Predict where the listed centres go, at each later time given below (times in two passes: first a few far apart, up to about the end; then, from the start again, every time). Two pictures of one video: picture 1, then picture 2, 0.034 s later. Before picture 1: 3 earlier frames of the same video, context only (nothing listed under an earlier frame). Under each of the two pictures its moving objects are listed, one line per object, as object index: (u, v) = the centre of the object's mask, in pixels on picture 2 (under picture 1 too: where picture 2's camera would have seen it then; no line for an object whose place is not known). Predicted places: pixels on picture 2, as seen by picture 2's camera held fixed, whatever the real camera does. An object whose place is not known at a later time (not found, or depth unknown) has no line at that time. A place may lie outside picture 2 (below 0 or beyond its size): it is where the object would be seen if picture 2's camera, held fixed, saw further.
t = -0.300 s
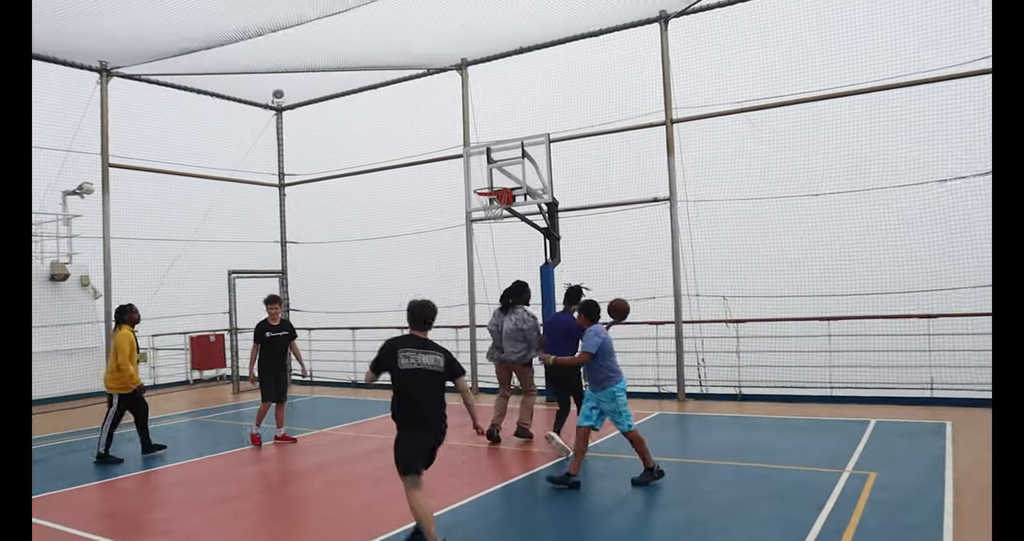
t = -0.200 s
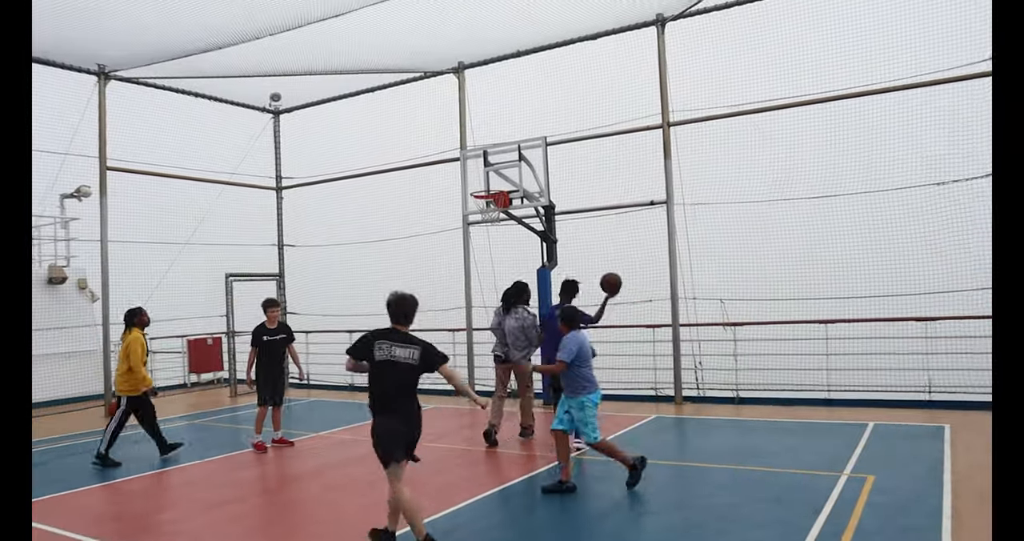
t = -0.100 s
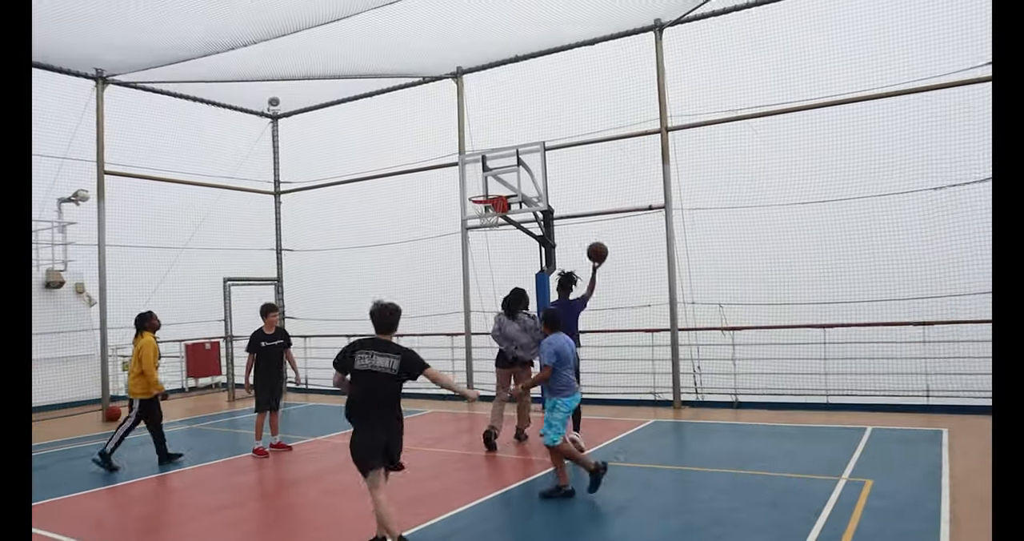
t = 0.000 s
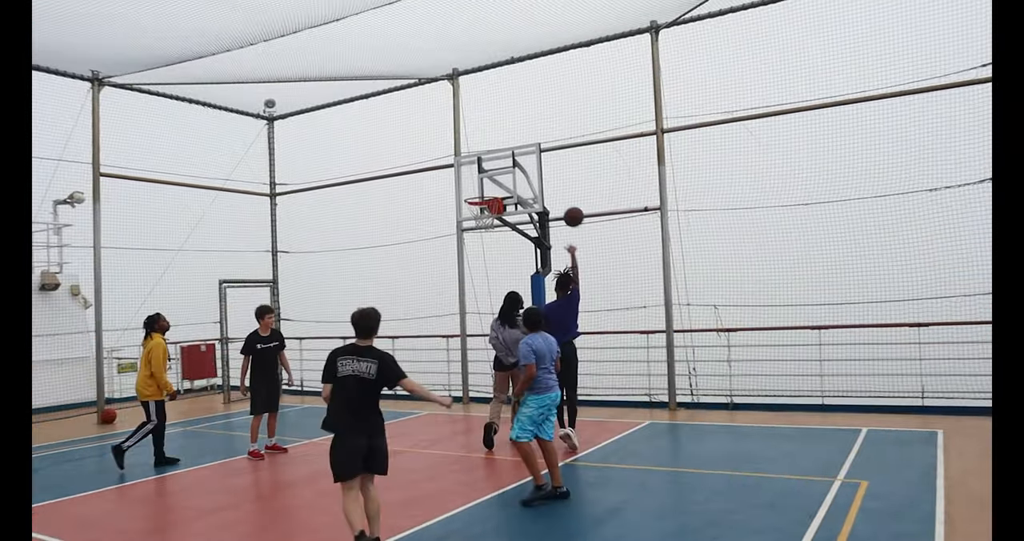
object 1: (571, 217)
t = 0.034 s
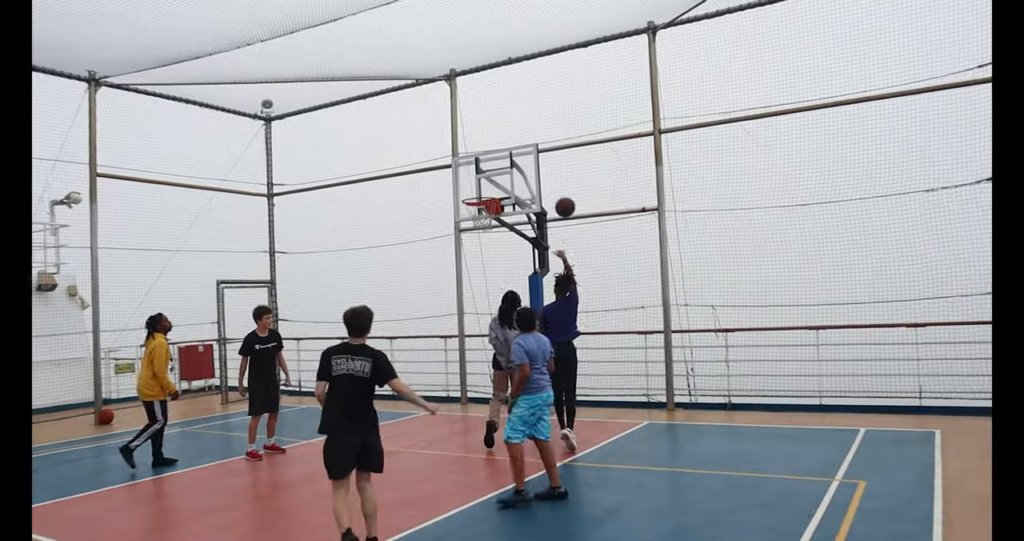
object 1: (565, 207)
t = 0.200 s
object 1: (537, 173)
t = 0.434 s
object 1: (505, 162)
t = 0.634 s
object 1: (470, 181)
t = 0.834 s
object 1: (442, 193)
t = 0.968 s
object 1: (425, 209)
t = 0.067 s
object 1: (559, 198)
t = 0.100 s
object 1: (553, 190)
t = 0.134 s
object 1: (548, 183)
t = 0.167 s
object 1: (542, 177)
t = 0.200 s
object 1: (537, 173)
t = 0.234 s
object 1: (532, 169)
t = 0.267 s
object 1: (528, 166)
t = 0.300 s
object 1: (524, 163)
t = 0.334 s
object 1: (520, 163)
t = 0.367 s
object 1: (516, 162)
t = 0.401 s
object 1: (511, 162)
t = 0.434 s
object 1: (505, 162)
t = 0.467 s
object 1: (499, 163)
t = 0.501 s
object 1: (493, 165)
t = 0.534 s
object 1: (487, 168)
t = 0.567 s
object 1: (481, 171)
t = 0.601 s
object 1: (476, 176)
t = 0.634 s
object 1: (470, 181)
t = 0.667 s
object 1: (465, 187)
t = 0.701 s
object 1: (460, 190)
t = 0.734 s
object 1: (455, 190)
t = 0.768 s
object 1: (451, 190)
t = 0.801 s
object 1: (447, 191)
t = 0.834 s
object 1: (442, 193)
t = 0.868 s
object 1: (438, 196)
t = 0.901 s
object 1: (433, 199)
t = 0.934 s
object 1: (429, 204)
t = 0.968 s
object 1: (425, 209)
